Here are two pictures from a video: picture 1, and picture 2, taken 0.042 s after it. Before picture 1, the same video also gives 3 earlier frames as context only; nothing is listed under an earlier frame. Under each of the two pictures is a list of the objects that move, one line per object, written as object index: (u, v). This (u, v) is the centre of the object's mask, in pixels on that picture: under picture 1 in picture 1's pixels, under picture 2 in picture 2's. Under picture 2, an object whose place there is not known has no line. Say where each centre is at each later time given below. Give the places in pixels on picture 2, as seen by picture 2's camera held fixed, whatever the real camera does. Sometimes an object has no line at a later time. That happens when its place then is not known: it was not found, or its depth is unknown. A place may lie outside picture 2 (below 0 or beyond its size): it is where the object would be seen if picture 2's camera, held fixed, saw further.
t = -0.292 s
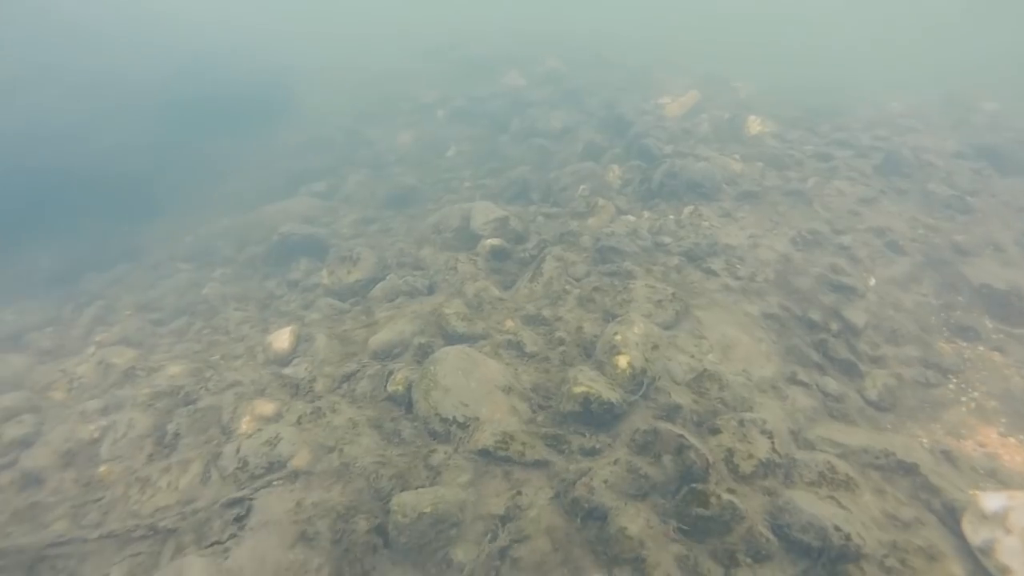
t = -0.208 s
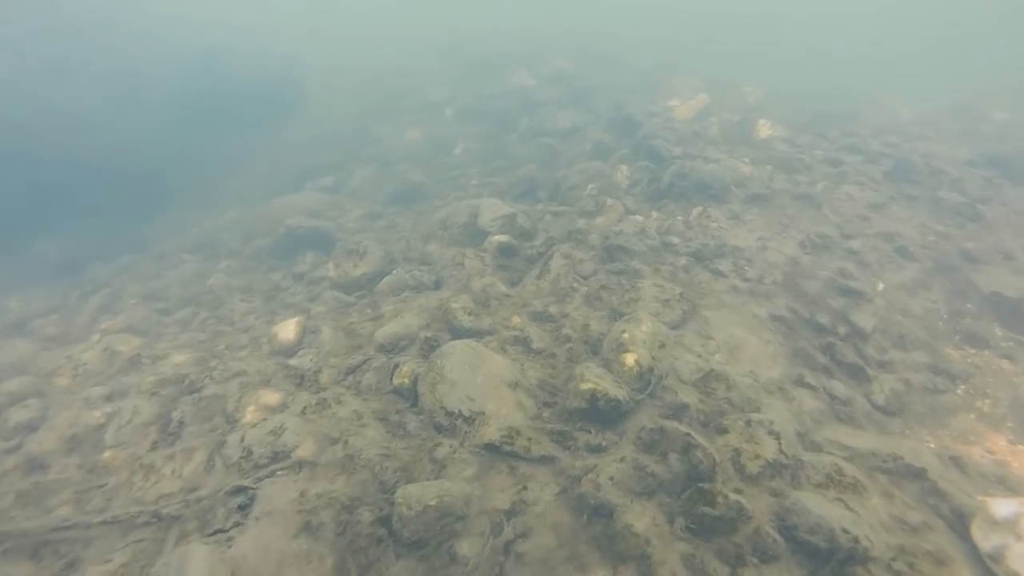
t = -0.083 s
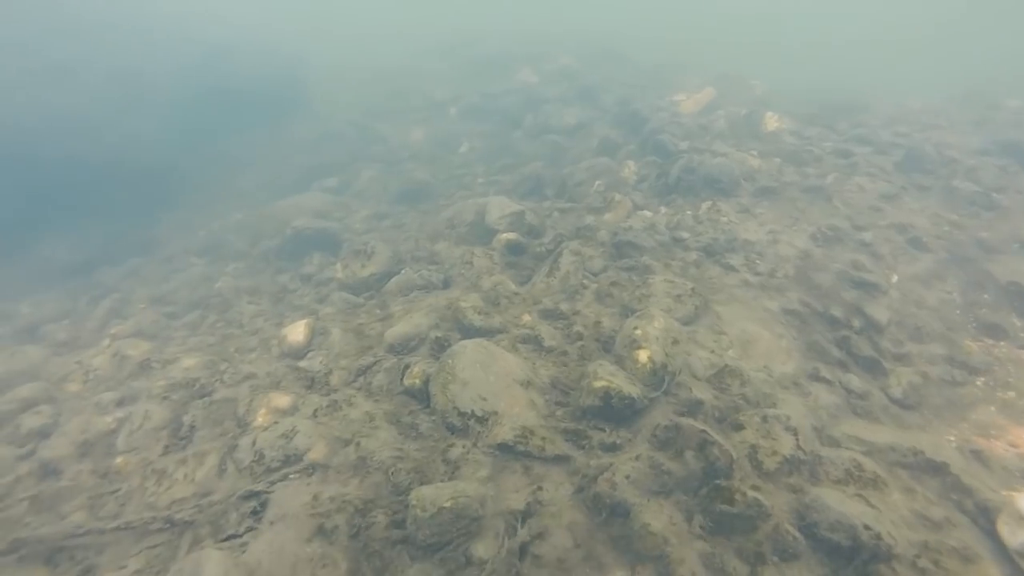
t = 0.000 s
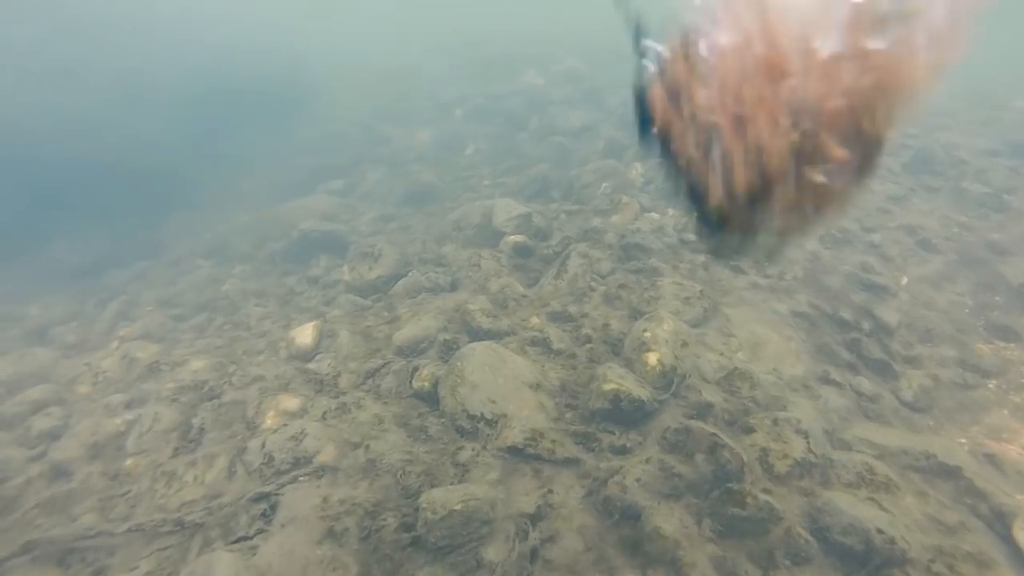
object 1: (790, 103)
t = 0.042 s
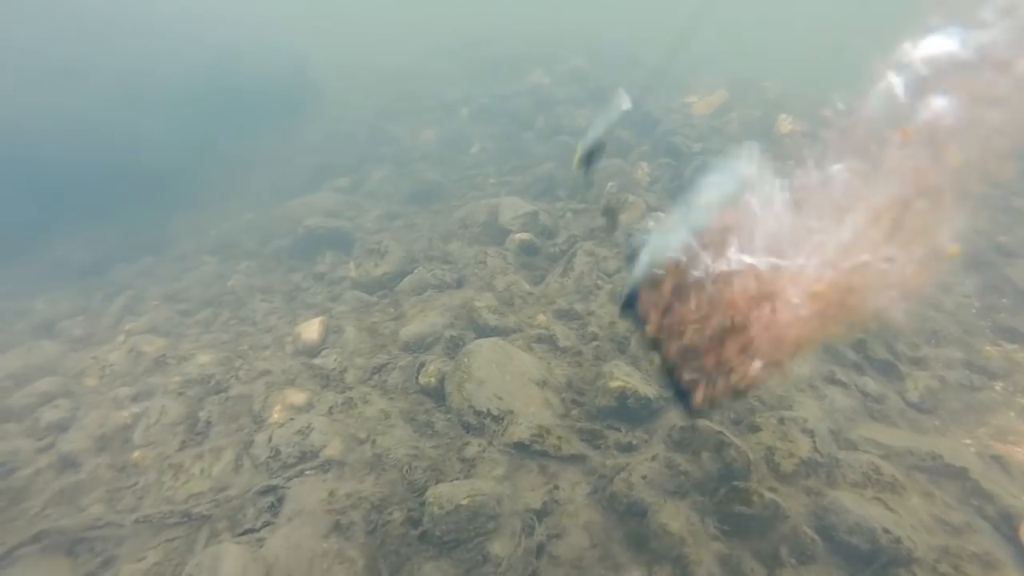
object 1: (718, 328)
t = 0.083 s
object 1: (679, 394)
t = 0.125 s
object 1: (634, 430)
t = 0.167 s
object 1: (602, 455)
